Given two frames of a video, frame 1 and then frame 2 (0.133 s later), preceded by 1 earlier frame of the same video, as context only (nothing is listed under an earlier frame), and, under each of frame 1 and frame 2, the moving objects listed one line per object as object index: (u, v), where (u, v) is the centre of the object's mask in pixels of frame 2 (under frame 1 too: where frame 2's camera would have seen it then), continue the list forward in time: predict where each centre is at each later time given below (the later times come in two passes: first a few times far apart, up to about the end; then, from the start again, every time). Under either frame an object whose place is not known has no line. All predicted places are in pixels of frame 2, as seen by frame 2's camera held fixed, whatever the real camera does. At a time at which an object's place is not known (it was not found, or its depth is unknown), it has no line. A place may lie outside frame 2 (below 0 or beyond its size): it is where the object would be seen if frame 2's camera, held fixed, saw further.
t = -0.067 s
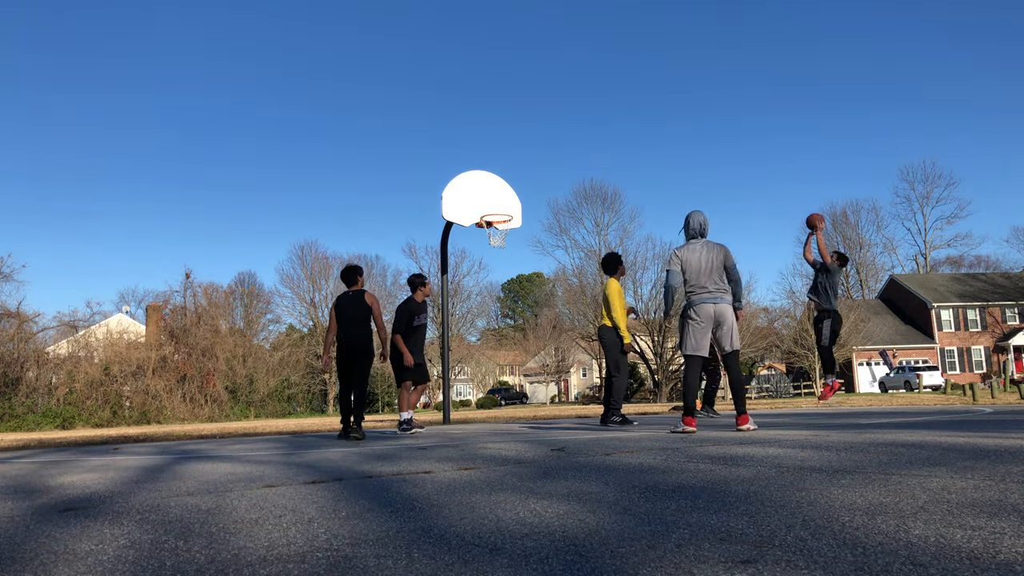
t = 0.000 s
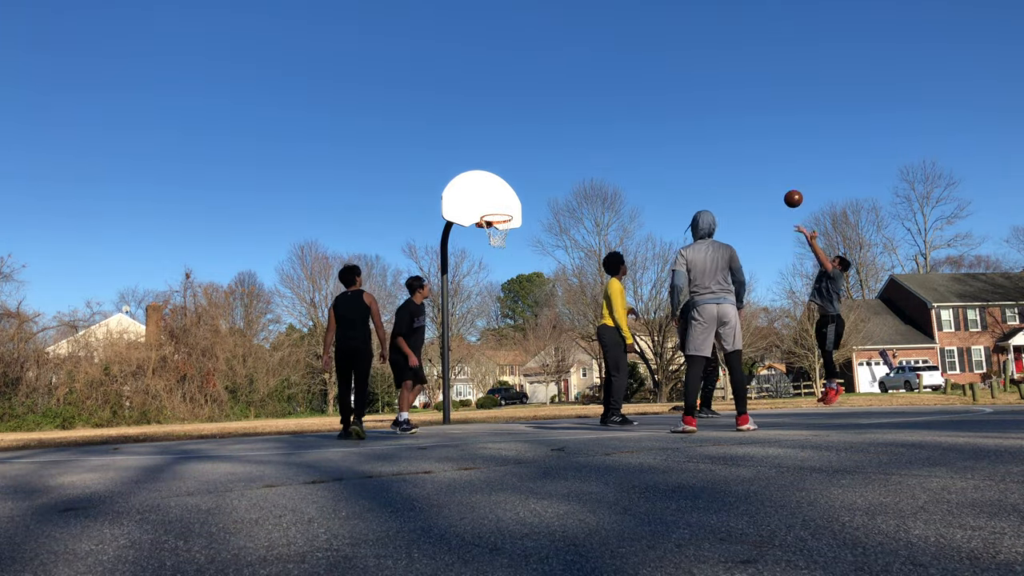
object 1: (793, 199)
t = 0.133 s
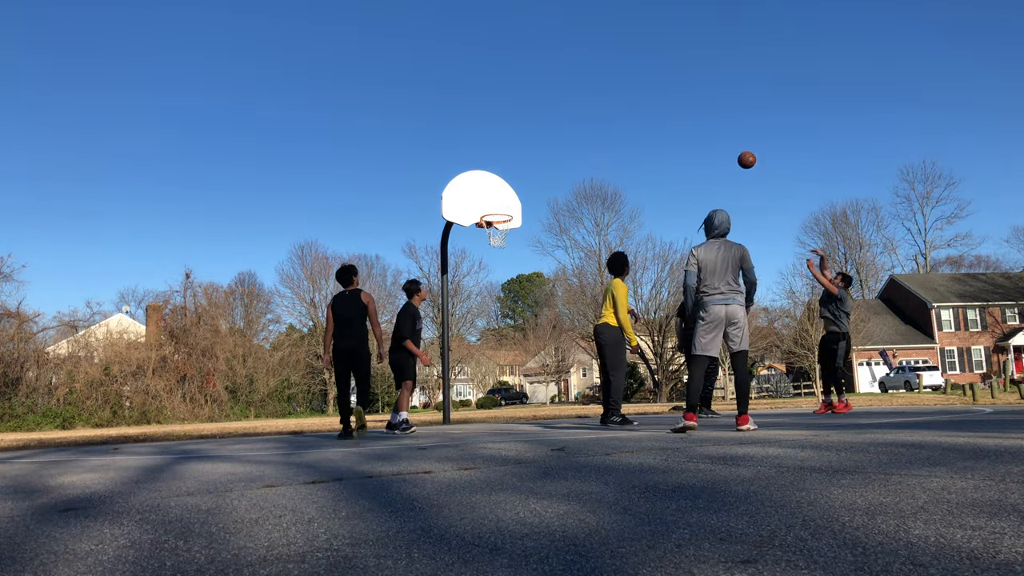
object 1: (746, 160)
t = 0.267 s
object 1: (703, 135)
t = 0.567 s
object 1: (613, 123)
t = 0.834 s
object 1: (540, 162)
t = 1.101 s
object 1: (485, 211)
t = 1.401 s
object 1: (503, 210)
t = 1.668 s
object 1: (491, 211)
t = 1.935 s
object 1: (498, 226)
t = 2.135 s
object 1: (495, 253)
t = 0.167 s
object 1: (735, 152)
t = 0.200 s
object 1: (724, 146)
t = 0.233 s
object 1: (713, 140)
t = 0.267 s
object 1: (703, 135)
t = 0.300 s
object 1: (692, 131)
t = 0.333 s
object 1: (682, 127)
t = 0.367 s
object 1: (671, 124)
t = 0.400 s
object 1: (661, 122)
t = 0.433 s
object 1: (651, 121)
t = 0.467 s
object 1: (641, 121)
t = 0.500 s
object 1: (632, 121)
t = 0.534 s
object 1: (622, 122)
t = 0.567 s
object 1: (613, 123)
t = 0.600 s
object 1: (603, 126)
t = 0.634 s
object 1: (594, 129)
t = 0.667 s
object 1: (585, 132)
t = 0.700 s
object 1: (576, 137)
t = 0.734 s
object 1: (567, 142)
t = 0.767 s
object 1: (557, 148)
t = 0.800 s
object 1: (549, 154)
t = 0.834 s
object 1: (540, 162)
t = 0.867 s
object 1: (531, 169)
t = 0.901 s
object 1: (522, 178)
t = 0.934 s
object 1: (514, 187)
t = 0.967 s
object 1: (505, 197)
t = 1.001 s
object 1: (497, 207)
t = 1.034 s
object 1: (492, 208)
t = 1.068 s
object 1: (487, 210)
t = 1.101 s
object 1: (485, 211)
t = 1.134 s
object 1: (483, 210)
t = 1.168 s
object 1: (482, 211)
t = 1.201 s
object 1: (481, 211)
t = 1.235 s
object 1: (485, 209)
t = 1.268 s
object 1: (489, 207)
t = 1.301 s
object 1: (493, 207)
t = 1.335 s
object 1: (496, 207)
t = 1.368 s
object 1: (500, 208)
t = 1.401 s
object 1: (503, 210)
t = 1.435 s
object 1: (503, 210)
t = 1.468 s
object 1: (500, 209)
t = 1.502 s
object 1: (496, 209)
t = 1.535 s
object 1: (493, 210)
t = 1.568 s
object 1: (489, 211)
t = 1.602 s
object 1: (487, 212)
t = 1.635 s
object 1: (489, 211)
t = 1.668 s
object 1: (491, 211)
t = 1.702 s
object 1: (493, 212)
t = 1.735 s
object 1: (495, 214)
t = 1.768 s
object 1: (497, 216)
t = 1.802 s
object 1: (499, 218)
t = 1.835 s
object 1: (500, 219)
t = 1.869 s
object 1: (500, 221)
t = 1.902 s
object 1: (499, 223)
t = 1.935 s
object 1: (498, 226)
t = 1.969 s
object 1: (498, 228)
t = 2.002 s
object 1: (497, 234)
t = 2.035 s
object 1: (497, 238)
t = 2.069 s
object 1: (496, 244)
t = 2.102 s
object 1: (495, 247)
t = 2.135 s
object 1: (495, 253)
